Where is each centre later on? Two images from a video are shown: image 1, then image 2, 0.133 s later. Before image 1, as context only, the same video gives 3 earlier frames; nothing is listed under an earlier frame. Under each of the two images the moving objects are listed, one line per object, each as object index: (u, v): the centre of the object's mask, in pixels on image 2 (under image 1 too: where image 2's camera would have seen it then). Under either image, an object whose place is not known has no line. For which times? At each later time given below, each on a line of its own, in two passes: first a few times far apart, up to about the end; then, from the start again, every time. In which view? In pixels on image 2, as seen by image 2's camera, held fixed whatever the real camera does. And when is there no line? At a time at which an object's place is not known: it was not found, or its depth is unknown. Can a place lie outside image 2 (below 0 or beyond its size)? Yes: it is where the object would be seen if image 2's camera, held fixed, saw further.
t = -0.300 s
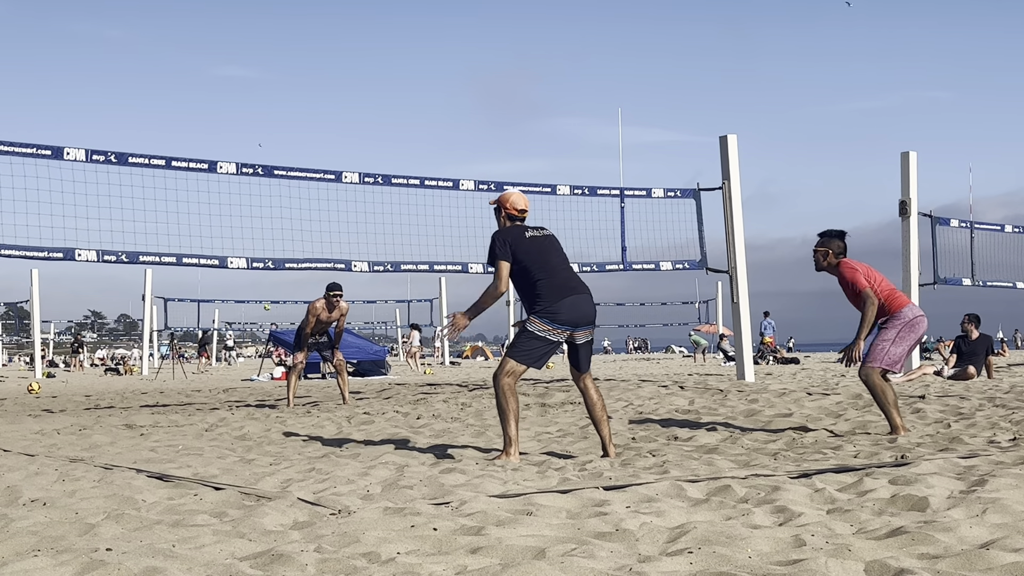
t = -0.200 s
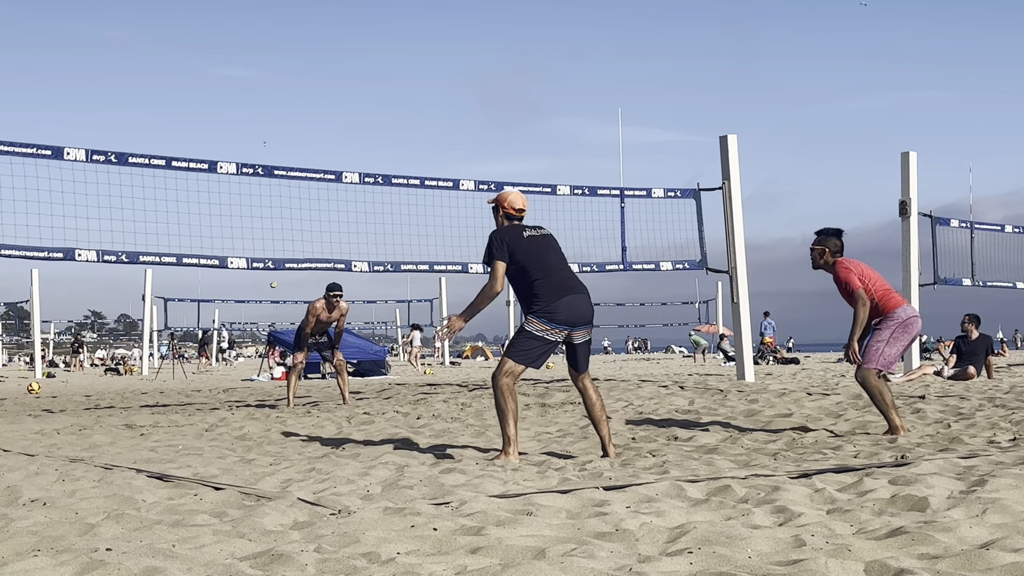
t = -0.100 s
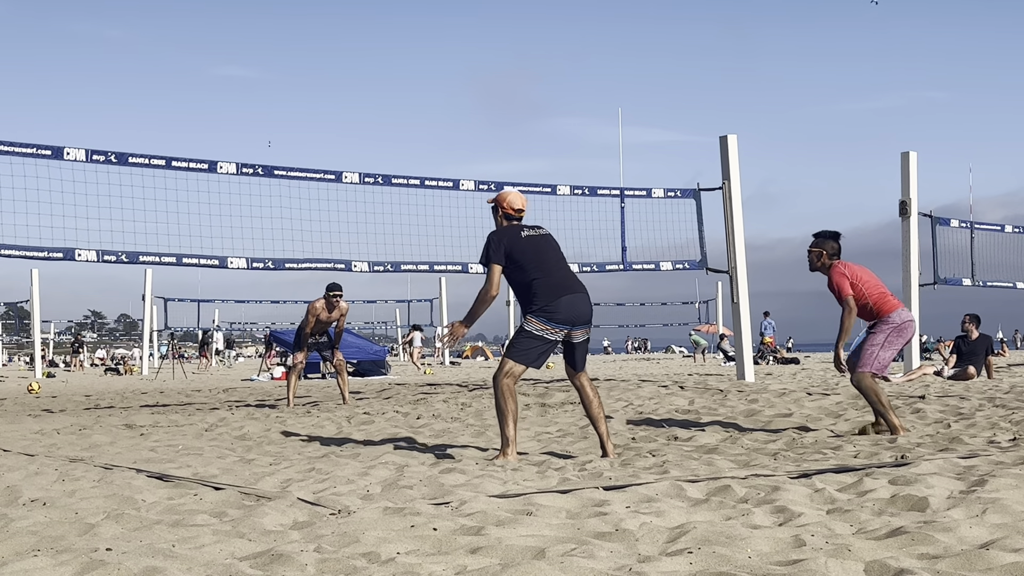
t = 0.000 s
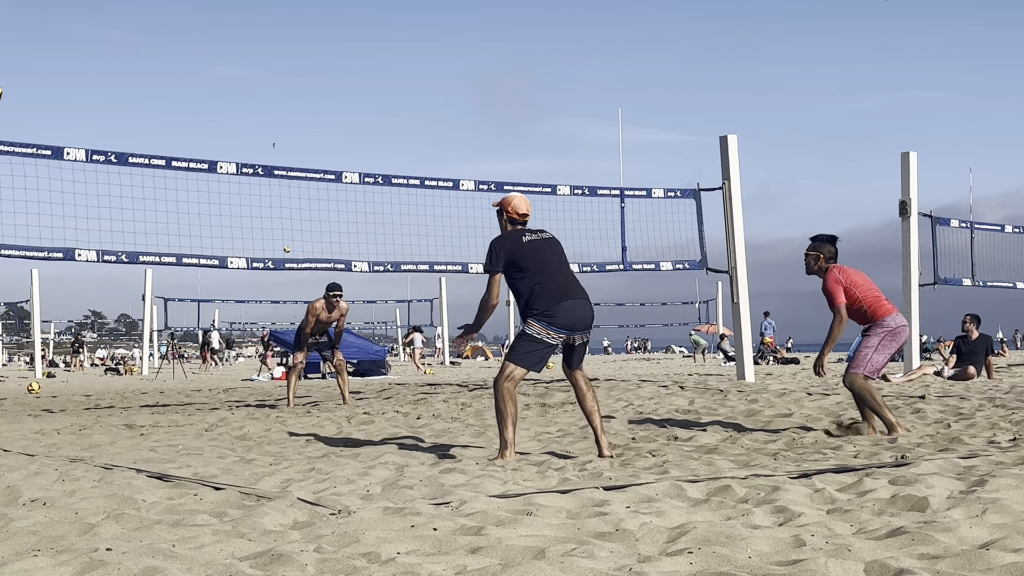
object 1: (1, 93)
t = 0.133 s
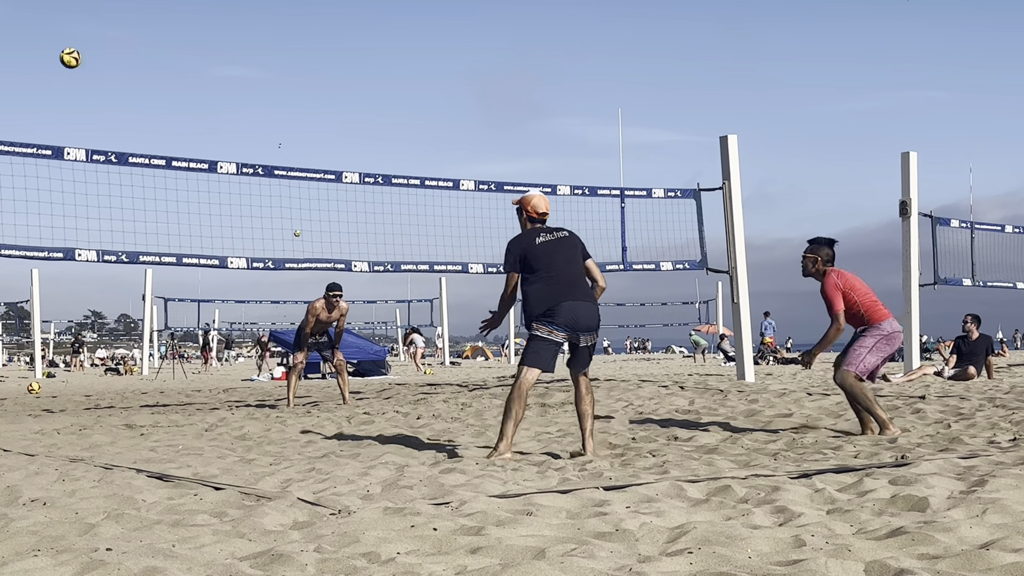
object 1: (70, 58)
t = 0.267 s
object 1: (160, 40)
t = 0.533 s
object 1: (386, 52)
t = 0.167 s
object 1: (91, 52)
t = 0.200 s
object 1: (114, 46)
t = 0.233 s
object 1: (137, 43)
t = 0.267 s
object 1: (160, 40)
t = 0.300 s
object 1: (185, 38)
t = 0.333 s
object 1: (211, 37)
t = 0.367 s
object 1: (237, 37)
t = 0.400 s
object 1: (265, 38)
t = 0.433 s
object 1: (293, 40)
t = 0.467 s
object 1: (323, 43)
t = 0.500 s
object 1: (354, 47)
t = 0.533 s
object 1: (386, 52)
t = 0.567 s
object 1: (420, 60)
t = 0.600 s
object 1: (454, 68)
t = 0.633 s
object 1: (490, 79)
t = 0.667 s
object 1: (528, 91)
